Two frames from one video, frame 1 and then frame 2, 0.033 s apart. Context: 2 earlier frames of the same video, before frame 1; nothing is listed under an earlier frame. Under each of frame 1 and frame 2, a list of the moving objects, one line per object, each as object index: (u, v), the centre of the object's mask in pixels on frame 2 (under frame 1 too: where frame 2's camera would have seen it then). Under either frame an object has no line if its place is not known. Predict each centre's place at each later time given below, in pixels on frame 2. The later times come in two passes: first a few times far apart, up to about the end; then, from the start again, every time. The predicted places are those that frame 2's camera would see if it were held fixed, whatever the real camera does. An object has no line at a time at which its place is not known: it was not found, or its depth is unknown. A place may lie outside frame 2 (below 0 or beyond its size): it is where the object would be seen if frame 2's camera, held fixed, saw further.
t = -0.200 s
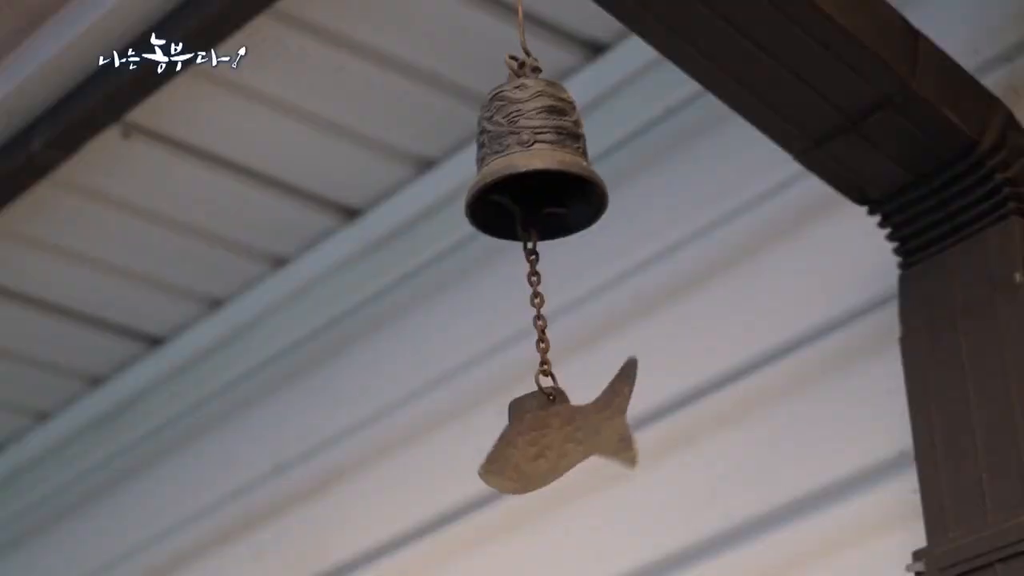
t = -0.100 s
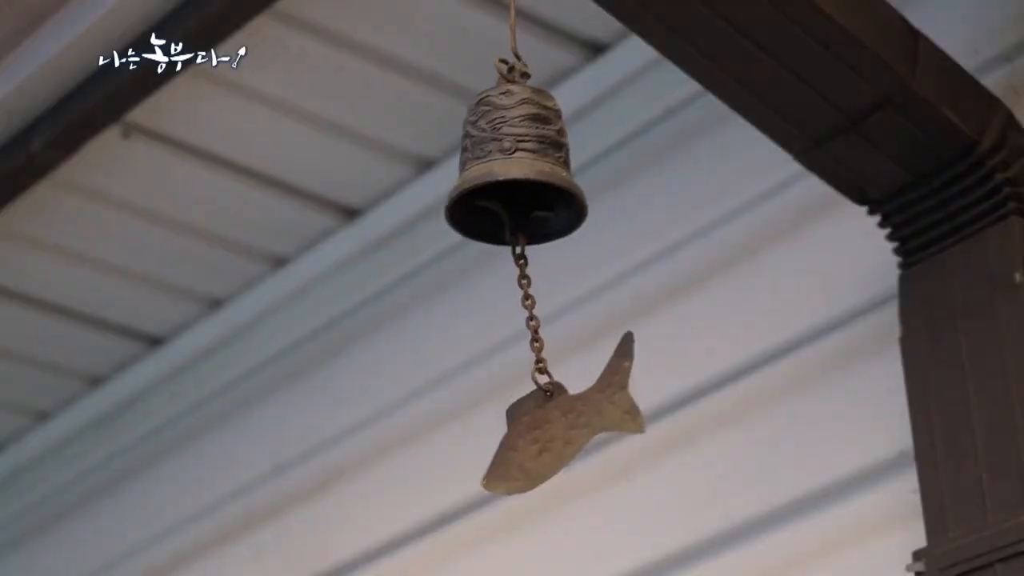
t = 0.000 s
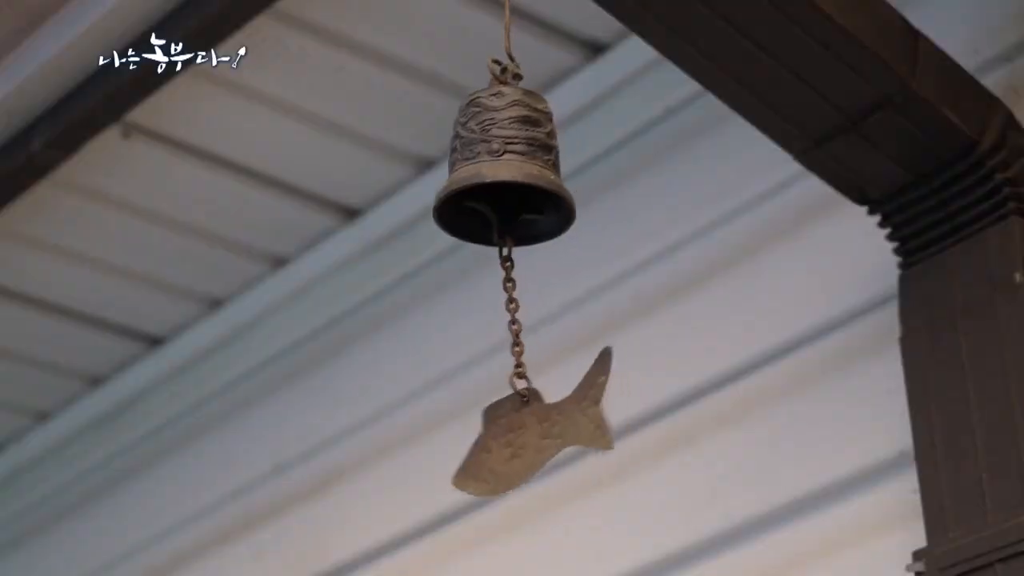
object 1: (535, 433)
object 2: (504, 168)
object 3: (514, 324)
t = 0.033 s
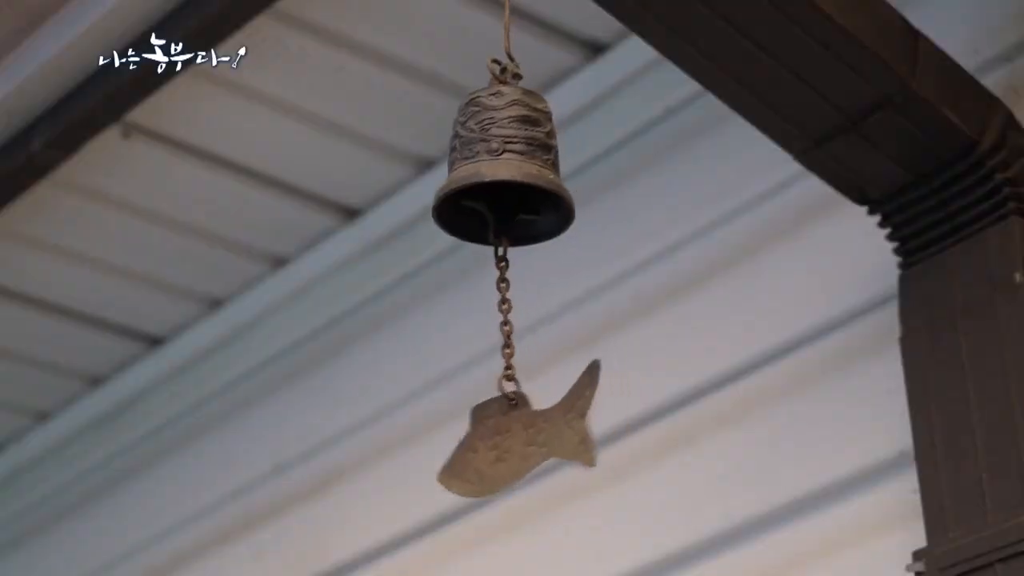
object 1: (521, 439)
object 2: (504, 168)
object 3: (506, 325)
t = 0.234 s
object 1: (460, 449)
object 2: (523, 160)
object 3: (490, 328)
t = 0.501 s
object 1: (604, 405)
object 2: (535, 159)
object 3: (565, 311)
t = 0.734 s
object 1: (556, 437)
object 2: (520, 164)
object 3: (533, 325)
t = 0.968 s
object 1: (432, 450)
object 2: (517, 163)
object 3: (475, 332)
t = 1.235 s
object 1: (600, 400)
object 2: (523, 161)
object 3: (553, 309)
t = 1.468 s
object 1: (561, 439)
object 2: (537, 158)
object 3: (548, 324)
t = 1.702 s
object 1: (467, 452)
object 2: (519, 164)
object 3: (492, 332)
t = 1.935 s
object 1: (542, 422)
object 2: (506, 166)
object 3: (515, 321)
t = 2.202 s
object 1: (540, 442)
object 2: (544, 155)
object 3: (542, 323)
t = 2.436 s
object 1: (546, 435)
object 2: (526, 162)
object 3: (531, 324)
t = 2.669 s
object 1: (510, 439)
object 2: (504, 167)
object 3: (498, 330)
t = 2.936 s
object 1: (503, 447)
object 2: (535, 158)
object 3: (518, 330)
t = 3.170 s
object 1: (611, 403)
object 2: (531, 160)
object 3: (566, 309)
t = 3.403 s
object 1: (502, 447)
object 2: (515, 164)
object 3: (506, 330)
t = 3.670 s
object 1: (476, 451)
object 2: (520, 163)
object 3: (497, 332)
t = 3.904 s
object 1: (620, 399)
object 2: (529, 161)
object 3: (566, 304)
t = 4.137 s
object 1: (520, 445)
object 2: (533, 159)
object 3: (527, 325)
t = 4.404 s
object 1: (483, 447)
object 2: (509, 166)
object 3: (494, 330)
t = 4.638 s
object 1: (571, 425)
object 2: (520, 163)
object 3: (537, 322)
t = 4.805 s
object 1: (552, 441)
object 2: (541, 156)
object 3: (547, 321)
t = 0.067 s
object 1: (506, 445)
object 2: (504, 167)
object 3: (498, 327)
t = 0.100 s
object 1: (490, 449)
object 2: (507, 166)
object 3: (492, 329)
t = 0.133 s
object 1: (477, 451)
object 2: (510, 164)
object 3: (488, 330)
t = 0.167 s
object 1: (466, 452)
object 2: (514, 163)
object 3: (486, 330)
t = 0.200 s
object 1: (460, 451)
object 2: (518, 161)
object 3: (486, 329)
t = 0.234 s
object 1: (460, 449)
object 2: (523, 160)
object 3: (490, 328)
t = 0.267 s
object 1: (466, 447)
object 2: (527, 159)
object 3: (496, 327)
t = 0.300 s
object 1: (477, 446)
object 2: (531, 158)
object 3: (503, 326)
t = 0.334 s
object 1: (495, 444)
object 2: (534, 157)
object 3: (512, 326)
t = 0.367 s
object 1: (516, 440)
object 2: (536, 157)
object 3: (523, 321)
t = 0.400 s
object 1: (541, 435)
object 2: (537, 157)
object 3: (534, 318)
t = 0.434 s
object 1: (564, 425)
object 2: (538, 157)
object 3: (545, 316)
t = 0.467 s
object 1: (587, 416)
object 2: (537, 158)
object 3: (556, 314)
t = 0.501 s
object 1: (604, 405)
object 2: (535, 159)
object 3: (565, 311)
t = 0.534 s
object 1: (617, 397)
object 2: (533, 160)
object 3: (568, 304)
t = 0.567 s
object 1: (624, 393)
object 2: (530, 161)
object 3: (571, 305)
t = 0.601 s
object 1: (624, 394)
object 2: (528, 162)
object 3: (570, 306)
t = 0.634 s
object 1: (617, 400)
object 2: (525, 163)
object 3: (564, 308)
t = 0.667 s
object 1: (603, 411)
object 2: (523, 163)
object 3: (557, 313)
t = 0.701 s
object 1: (582, 424)
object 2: (521, 164)
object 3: (546, 318)
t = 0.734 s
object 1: (556, 437)
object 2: (520, 164)
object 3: (533, 325)
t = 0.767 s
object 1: (528, 447)
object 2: (519, 165)
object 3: (520, 332)
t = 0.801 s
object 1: (498, 453)
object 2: (518, 164)
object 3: (507, 335)
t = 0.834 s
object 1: (472, 456)
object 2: (518, 164)
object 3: (495, 336)
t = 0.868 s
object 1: (451, 455)
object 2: (517, 164)
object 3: (484, 336)
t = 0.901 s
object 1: (437, 453)
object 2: (517, 164)
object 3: (477, 334)
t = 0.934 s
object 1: (430, 452)
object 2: (517, 164)
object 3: (474, 332)
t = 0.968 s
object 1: (432, 450)
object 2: (517, 163)
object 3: (475, 332)
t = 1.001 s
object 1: (440, 450)
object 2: (517, 163)
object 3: (479, 332)
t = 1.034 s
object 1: (456, 450)
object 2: (517, 163)
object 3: (485, 332)
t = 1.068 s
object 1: (477, 447)
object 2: (517, 163)
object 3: (494, 332)
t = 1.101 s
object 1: (504, 441)
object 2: (518, 163)
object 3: (505, 328)
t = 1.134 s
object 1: (531, 432)
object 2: (518, 163)
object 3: (517, 325)
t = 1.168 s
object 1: (556, 421)
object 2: (520, 162)
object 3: (529, 320)
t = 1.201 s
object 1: (579, 410)
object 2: (521, 162)
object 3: (542, 314)
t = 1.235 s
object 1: (600, 400)
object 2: (523, 161)
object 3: (553, 309)
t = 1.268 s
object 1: (613, 395)
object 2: (525, 161)
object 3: (562, 305)
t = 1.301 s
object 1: (621, 394)
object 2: (527, 160)
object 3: (568, 302)
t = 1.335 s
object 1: (622, 398)
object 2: (530, 160)
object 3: (570, 302)
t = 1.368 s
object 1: (616, 406)
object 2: (533, 159)
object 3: (571, 305)
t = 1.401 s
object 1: (602, 418)
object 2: (535, 159)
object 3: (566, 310)
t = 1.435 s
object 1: (583, 429)
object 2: (536, 158)
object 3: (559, 317)
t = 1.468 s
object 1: (561, 439)
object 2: (537, 158)
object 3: (548, 324)
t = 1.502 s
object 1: (537, 446)
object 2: (537, 158)
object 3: (537, 327)
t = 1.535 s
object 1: (515, 450)
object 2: (537, 159)
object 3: (525, 329)
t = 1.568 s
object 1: (496, 453)
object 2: (535, 159)
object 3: (513, 330)
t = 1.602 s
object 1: (481, 454)
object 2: (532, 160)
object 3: (504, 332)
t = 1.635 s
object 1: (471, 453)
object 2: (528, 162)
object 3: (499, 331)
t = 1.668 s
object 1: (466, 453)
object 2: (523, 163)
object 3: (494, 332)
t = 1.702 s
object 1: (467, 452)
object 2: (519, 164)
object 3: (492, 332)
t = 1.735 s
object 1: (473, 451)
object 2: (514, 165)
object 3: (491, 331)
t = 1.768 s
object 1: (483, 449)
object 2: (510, 166)
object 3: (491, 330)
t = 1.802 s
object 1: (495, 444)
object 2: (507, 166)
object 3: (494, 329)
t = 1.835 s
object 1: (507, 438)
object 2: (505, 167)
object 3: (498, 326)
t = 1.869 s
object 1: (520, 431)
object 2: (504, 167)
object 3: (504, 325)
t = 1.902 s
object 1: (532, 426)
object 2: (504, 166)
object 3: (510, 322)
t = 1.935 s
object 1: (542, 422)
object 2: (506, 166)
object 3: (515, 321)
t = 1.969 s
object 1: (551, 421)
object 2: (509, 165)
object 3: (522, 320)
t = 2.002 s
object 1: (556, 422)
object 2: (514, 164)
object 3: (528, 319)
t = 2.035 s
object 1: (559, 425)
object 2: (519, 162)
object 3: (533, 318)
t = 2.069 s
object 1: (558, 430)
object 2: (525, 161)
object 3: (538, 318)
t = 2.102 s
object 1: (555, 434)
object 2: (531, 159)
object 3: (540, 318)
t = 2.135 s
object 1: (551, 438)
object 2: (536, 158)
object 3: (542, 321)
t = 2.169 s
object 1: (545, 440)
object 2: (540, 156)
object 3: (542, 321)
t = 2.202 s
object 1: (540, 442)
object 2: (544, 155)
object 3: (542, 323)
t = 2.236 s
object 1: (537, 443)
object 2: (546, 155)
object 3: (541, 322)
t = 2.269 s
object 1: (536, 444)
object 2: (546, 155)
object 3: (538, 324)
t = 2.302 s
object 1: (537, 444)
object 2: (545, 156)
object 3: (536, 325)
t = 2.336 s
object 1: (539, 443)
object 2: (542, 157)
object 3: (535, 326)
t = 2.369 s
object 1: (542, 441)
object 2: (538, 159)
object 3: (533, 325)
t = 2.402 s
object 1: (544, 439)
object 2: (532, 160)
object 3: (533, 326)
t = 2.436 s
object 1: (546, 435)
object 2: (526, 162)
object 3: (531, 324)
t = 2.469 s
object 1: (547, 432)
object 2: (520, 164)
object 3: (529, 324)
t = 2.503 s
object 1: (546, 430)
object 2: (514, 165)
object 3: (527, 323)
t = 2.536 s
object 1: (543, 428)
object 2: (509, 166)
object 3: (523, 324)
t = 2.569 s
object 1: (538, 429)
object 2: (506, 167)
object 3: (517, 324)
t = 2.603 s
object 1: (531, 431)
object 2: (504, 167)
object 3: (510, 325)
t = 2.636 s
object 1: (521, 434)
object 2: (503, 167)
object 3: (503, 324)
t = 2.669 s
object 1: (510, 439)
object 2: (504, 167)
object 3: (498, 330)
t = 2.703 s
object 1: (498, 443)
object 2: (506, 166)
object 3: (494, 332)
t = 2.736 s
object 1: (488, 447)
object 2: (509, 165)
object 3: (492, 333)
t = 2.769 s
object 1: (479, 450)
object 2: (513, 164)
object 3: (492, 334)
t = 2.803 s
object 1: (475, 452)
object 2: (518, 163)
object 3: (494, 334)
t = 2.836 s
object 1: (475, 451)
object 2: (523, 162)
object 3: (497, 334)
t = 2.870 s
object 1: (480, 450)
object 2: (527, 160)
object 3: (502, 332)
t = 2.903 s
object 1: (489, 449)
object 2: (532, 159)
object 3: (510, 331)
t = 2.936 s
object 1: (503, 447)
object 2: (535, 158)
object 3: (518, 330)
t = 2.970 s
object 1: (520, 445)
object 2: (538, 158)
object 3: (527, 328)
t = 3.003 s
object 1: (541, 441)
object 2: (539, 157)
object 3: (536, 322)
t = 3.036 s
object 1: (561, 434)
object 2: (540, 157)
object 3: (544, 322)
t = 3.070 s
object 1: (579, 425)
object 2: (539, 158)
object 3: (552, 320)
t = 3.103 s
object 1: (594, 416)
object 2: (537, 158)
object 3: (559, 315)
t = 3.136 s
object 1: (605, 408)
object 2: (534, 159)
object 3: (563, 311)
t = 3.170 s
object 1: (611, 403)
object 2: (531, 160)
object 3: (566, 309)
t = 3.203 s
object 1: (612, 401)
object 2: (528, 161)
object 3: (564, 307)
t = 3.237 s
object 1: (607, 404)
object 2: (525, 162)
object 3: (561, 308)
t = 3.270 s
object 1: (595, 410)
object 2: (522, 163)
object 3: (554, 311)
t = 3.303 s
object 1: (578, 419)
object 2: (519, 163)
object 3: (545, 317)
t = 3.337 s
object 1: (554, 430)
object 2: (517, 164)
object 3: (532, 320)
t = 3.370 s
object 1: (529, 440)
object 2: (516, 164)
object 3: (519, 326)
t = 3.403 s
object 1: (502, 447)
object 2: (515, 164)
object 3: (506, 330)
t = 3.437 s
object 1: (478, 451)
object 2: (515, 164)
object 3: (493, 333)
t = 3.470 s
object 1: (459, 453)
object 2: (515, 164)
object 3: (483, 334)
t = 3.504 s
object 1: (445, 453)
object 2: (516, 164)
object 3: (477, 333)
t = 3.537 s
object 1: (438, 453)
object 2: (516, 163)
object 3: (475, 332)
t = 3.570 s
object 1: (438, 452)
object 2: (517, 163)
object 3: (478, 331)
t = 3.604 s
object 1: (444, 452)
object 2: (517, 163)
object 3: (481, 331)
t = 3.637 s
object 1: (457, 452)
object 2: (518, 163)
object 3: (489, 330)
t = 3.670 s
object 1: (476, 451)
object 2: (520, 163)
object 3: (497, 332)
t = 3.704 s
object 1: (499, 447)
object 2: (521, 163)
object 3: (507, 329)
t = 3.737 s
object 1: (525, 441)
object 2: (522, 163)
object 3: (519, 326)
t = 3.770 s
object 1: (551, 432)
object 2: (523, 163)
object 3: (530, 323)
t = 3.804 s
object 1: (574, 421)
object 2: (524, 162)
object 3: (542, 319)
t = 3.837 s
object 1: (594, 410)
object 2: (526, 162)
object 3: (551, 313)
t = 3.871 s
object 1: (610, 402)
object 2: (527, 161)
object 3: (559, 307)
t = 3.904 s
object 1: (620, 399)
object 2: (529, 161)
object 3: (566, 304)
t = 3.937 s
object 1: (623, 400)
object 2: (530, 160)
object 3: (569, 302)
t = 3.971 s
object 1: (619, 405)
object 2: (531, 160)
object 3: (570, 304)
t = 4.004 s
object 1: (608, 413)
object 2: (532, 159)
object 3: (567, 306)
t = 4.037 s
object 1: (591, 422)
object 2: (533, 159)
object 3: (561, 310)
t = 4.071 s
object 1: (569, 432)
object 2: (534, 158)
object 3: (552, 316)
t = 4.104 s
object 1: (545, 440)
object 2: (533, 158)
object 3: (540, 322)
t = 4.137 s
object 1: (520, 445)
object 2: (533, 159)
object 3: (527, 325)
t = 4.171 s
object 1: (499, 449)
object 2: (532, 159)
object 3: (514, 327)
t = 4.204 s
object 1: (482, 451)
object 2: (529, 160)
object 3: (502, 328)
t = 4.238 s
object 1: (469, 452)
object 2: (527, 161)
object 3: (493, 329)
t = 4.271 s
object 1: (461, 451)
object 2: (523, 162)
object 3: (488, 329)
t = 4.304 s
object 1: (458, 451)
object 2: (519, 163)
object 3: (487, 330)
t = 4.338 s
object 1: (462, 450)
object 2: (515, 164)
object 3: (487, 330)
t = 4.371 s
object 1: (470, 449)
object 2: (512, 165)
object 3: (490, 330)
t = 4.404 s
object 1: (483, 447)
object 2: (509, 166)
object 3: (494, 330)
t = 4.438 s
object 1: (499, 443)
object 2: (507, 166)
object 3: (498, 329)
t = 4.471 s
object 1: (515, 439)
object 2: (507, 167)
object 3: (504, 328)
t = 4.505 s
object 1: (531, 434)
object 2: (507, 166)
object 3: (511, 324)
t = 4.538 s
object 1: (545, 429)
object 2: (509, 166)
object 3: (517, 324)
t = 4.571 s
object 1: (556, 425)
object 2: (511, 165)
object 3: (524, 323)
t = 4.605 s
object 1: (565, 424)
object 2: (515, 165)
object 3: (531, 322)
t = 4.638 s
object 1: (571, 425)
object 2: (520, 163)
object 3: (537, 322)
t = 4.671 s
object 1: (573, 427)
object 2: (525, 162)
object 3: (543, 320)
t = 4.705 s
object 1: (571, 431)
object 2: (530, 161)
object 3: (547, 320)
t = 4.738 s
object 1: (567, 435)
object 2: (534, 159)
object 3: (550, 321)
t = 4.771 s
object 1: (560, 438)
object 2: (538, 158)
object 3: (549, 319)
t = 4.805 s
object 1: (552, 441)
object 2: (541, 156)
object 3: (547, 321)
